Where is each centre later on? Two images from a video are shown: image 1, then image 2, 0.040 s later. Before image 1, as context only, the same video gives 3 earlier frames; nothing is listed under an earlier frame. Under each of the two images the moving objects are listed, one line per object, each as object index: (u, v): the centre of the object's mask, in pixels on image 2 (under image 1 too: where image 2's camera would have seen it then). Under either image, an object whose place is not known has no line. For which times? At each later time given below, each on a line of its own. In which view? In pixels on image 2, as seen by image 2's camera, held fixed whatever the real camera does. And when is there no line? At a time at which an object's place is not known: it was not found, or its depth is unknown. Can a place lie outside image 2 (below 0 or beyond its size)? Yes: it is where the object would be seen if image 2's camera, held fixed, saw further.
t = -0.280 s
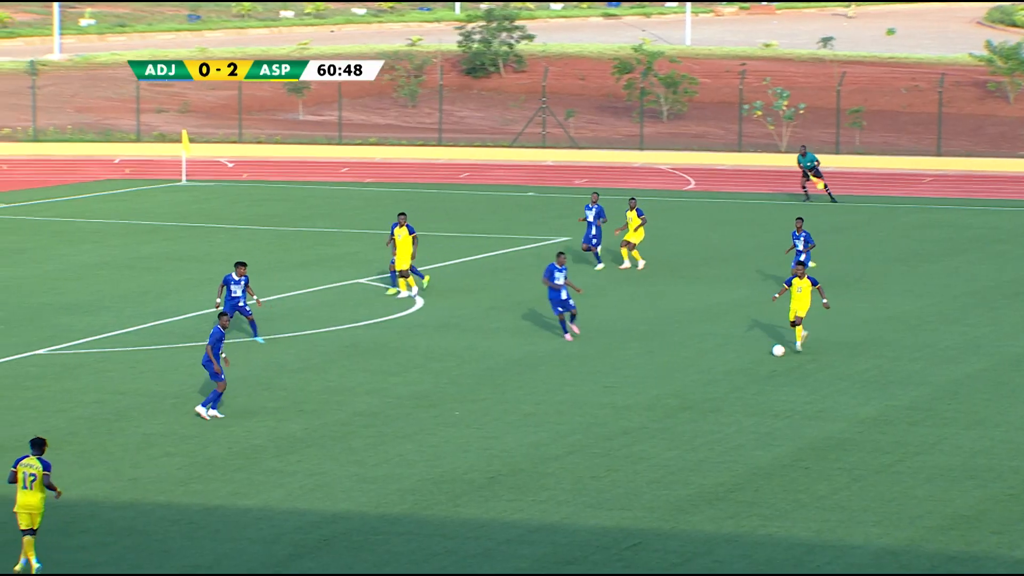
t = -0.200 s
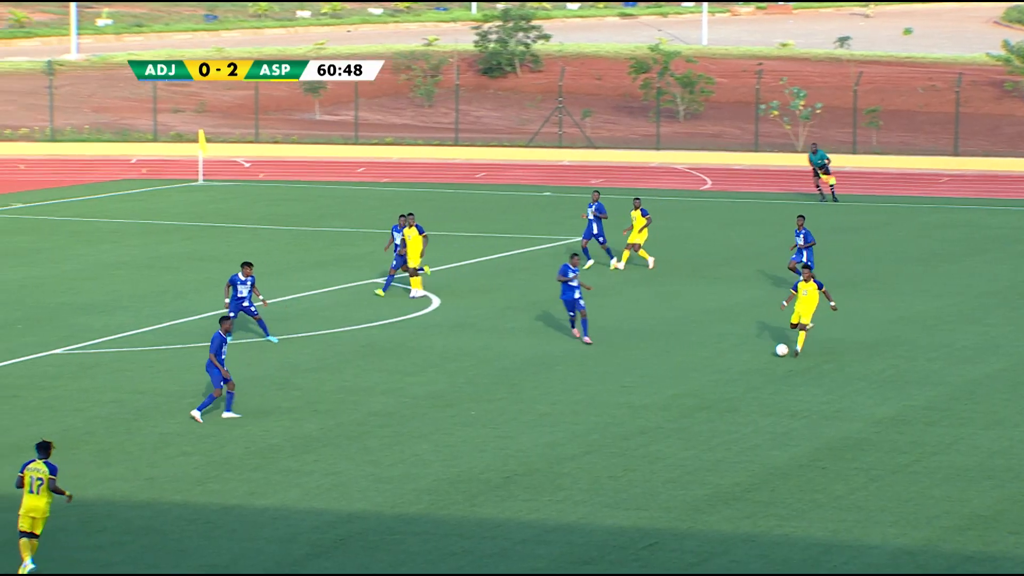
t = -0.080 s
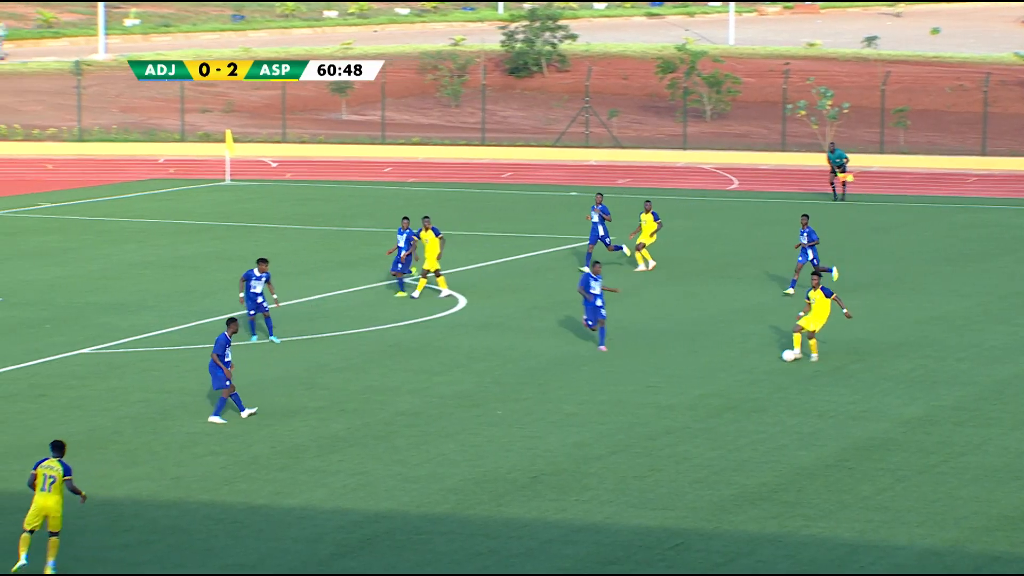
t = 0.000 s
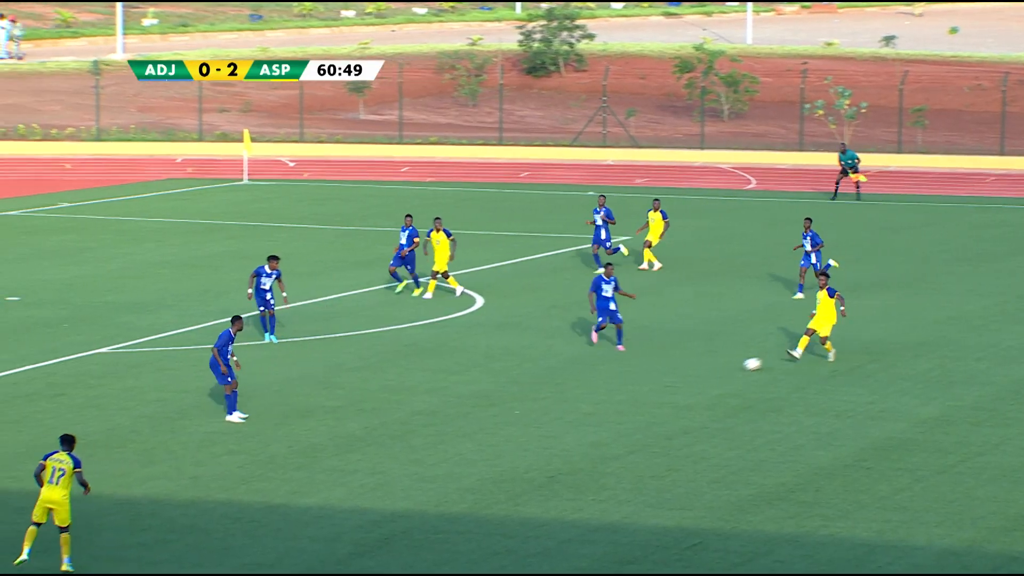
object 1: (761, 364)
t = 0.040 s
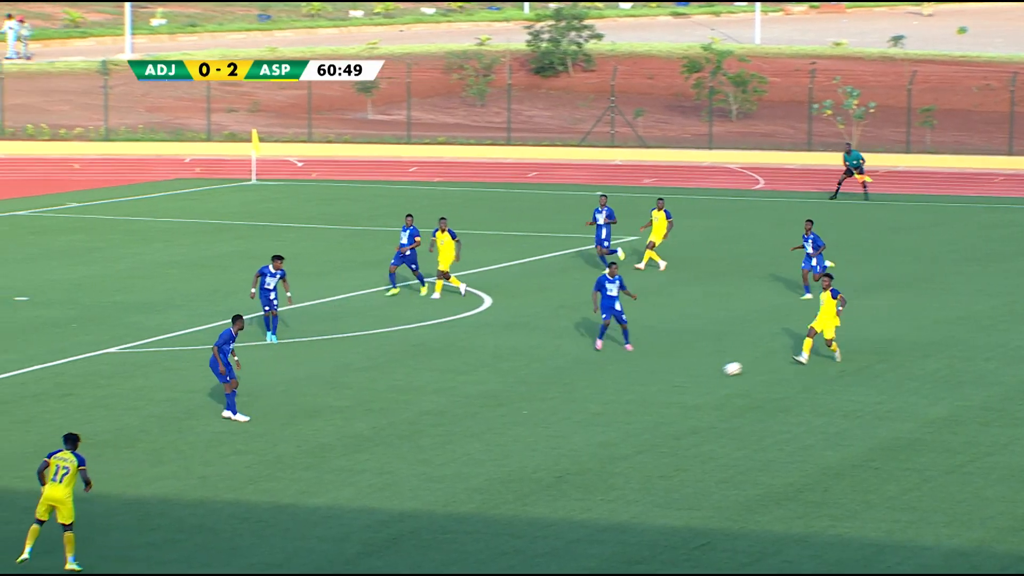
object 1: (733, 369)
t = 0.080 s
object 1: (705, 374)
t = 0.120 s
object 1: (677, 379)
